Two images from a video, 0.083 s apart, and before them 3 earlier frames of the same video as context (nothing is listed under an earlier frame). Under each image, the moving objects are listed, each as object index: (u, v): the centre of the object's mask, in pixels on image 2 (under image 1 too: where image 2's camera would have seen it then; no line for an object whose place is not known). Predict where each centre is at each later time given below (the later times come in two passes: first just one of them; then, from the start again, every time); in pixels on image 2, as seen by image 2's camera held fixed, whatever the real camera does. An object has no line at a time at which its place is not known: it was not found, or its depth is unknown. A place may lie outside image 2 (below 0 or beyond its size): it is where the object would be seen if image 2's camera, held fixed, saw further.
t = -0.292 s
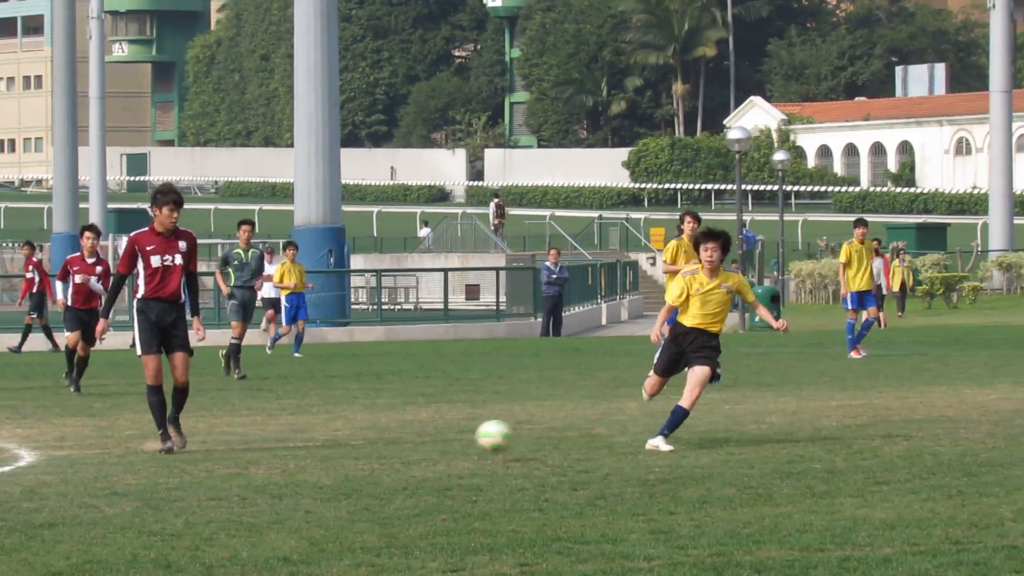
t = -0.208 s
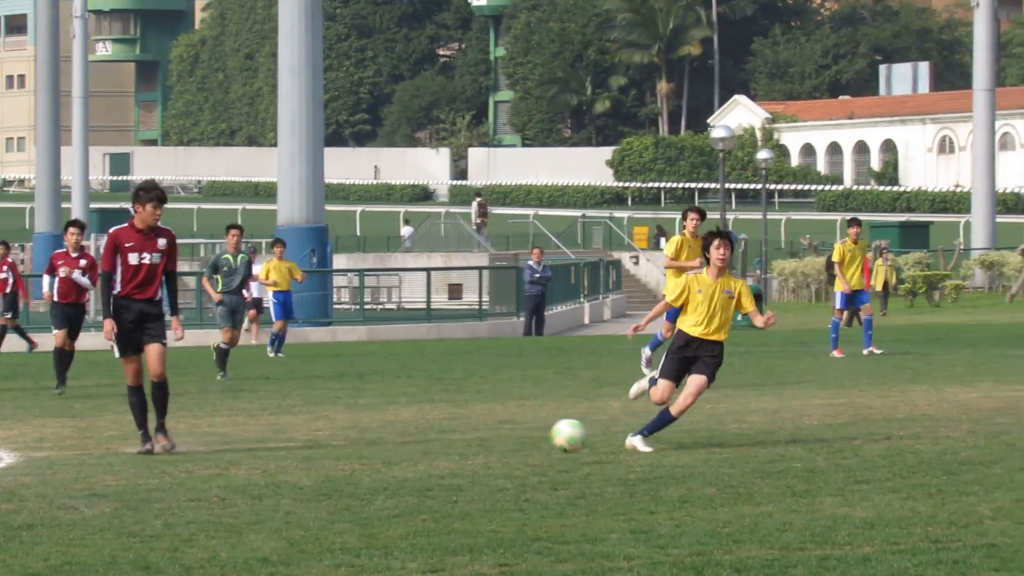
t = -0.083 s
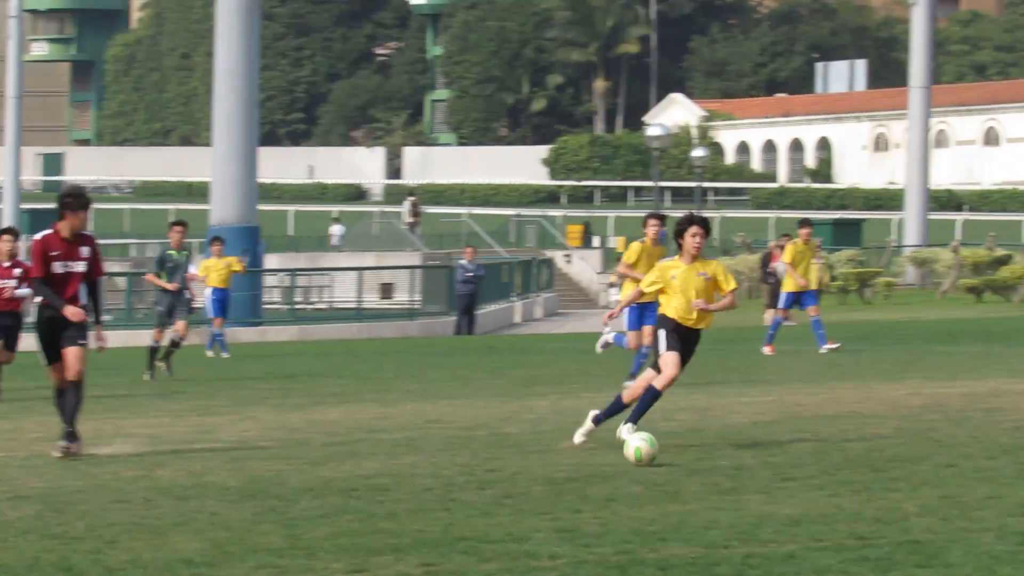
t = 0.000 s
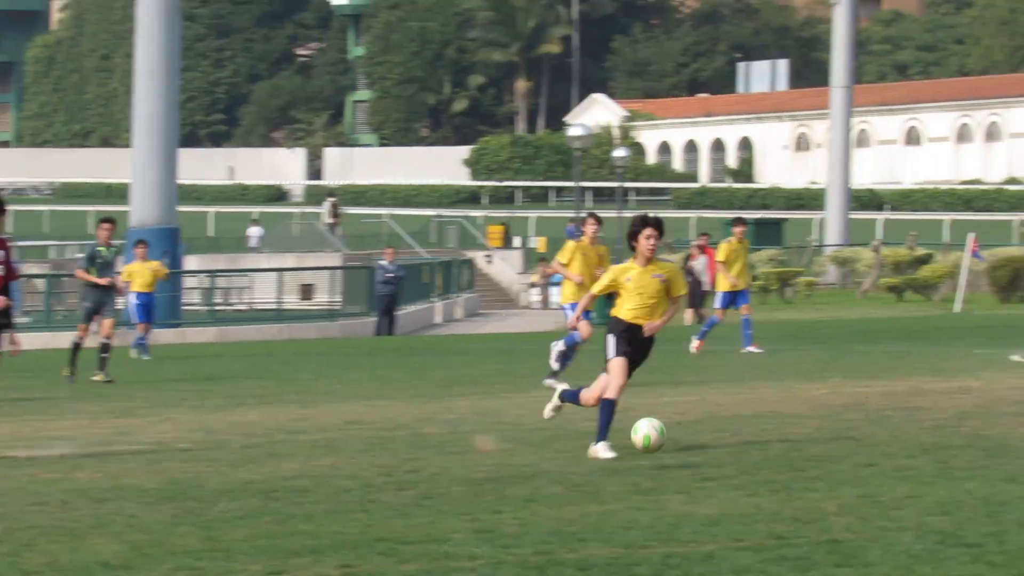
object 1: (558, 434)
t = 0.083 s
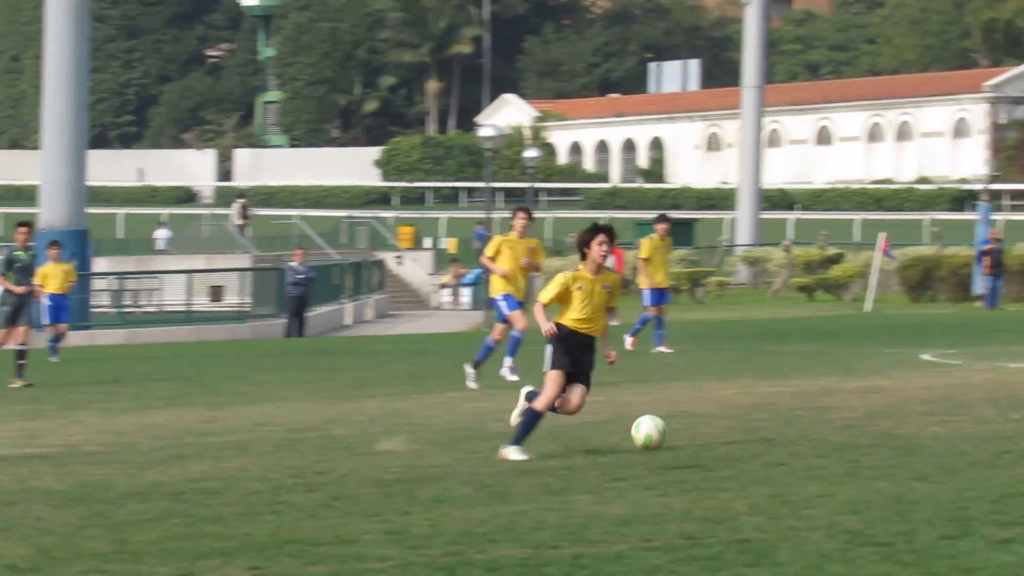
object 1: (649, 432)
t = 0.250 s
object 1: (842, 455)
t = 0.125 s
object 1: (696, 436)
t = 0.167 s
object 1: (745, 445)
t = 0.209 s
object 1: (793, 455)
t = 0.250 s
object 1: (842, 455)
